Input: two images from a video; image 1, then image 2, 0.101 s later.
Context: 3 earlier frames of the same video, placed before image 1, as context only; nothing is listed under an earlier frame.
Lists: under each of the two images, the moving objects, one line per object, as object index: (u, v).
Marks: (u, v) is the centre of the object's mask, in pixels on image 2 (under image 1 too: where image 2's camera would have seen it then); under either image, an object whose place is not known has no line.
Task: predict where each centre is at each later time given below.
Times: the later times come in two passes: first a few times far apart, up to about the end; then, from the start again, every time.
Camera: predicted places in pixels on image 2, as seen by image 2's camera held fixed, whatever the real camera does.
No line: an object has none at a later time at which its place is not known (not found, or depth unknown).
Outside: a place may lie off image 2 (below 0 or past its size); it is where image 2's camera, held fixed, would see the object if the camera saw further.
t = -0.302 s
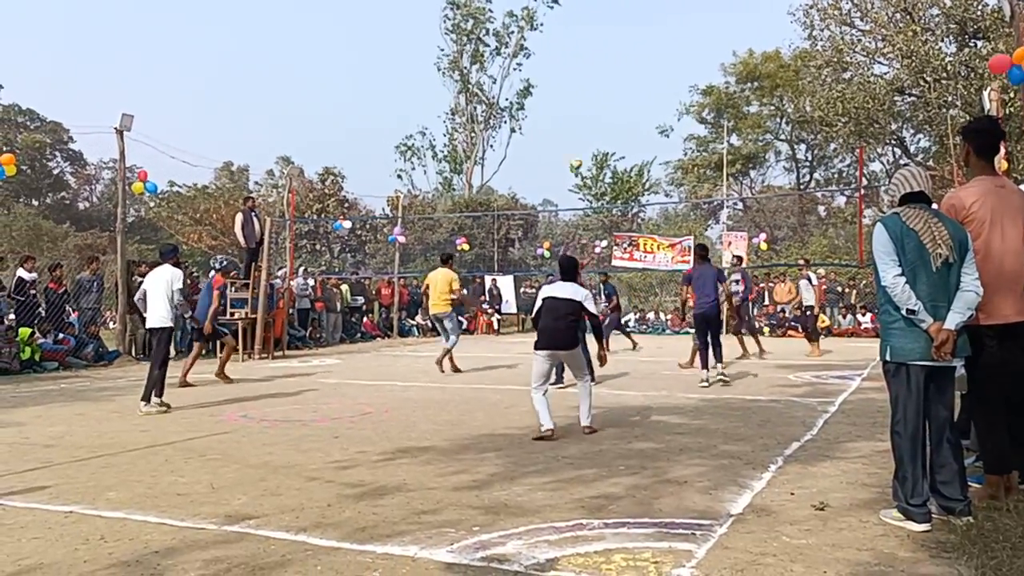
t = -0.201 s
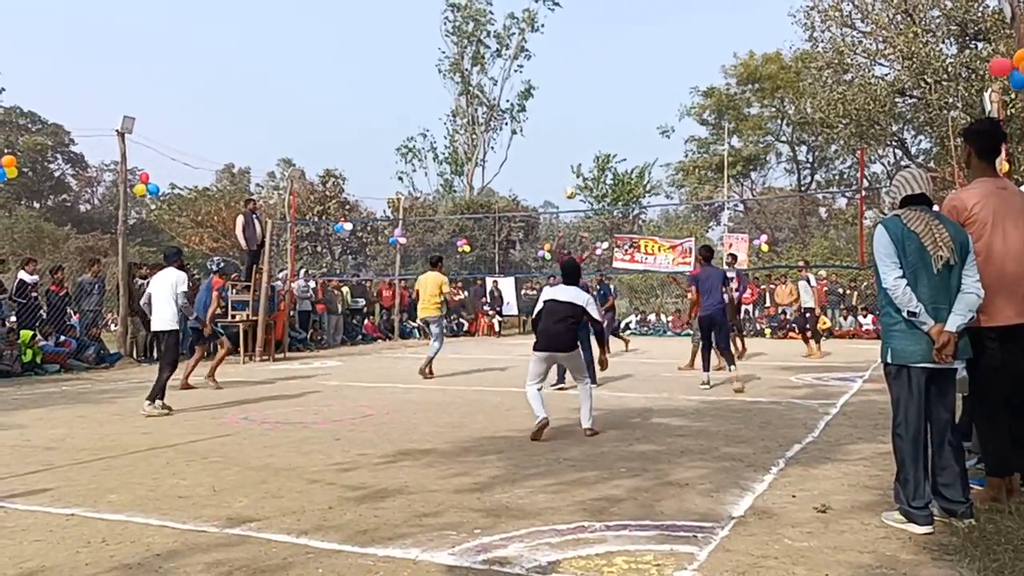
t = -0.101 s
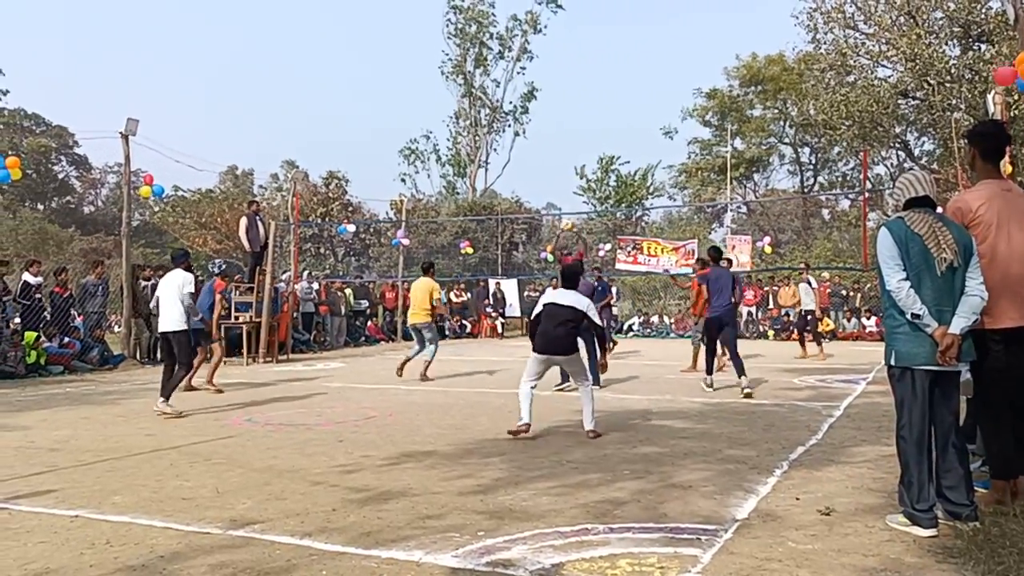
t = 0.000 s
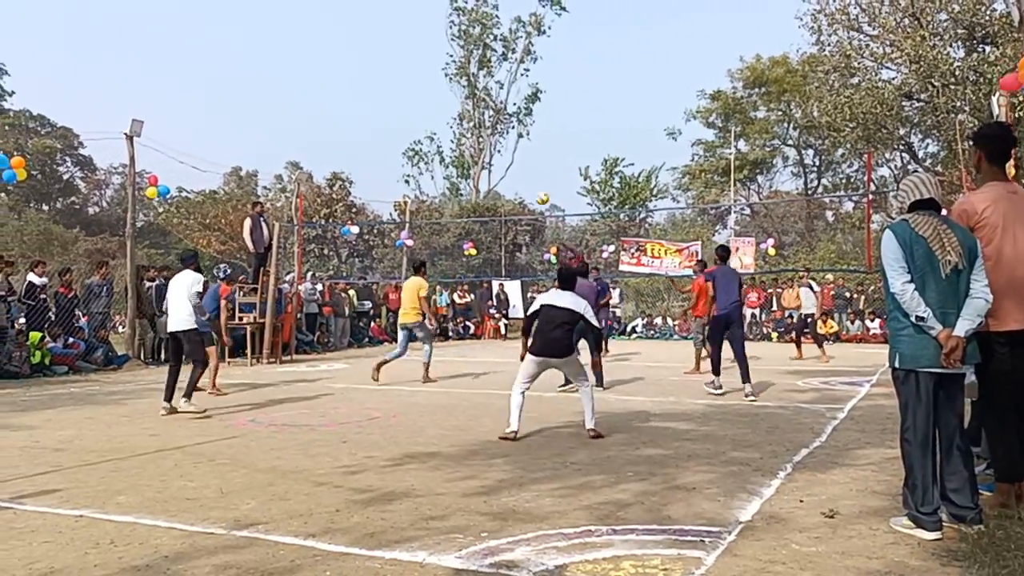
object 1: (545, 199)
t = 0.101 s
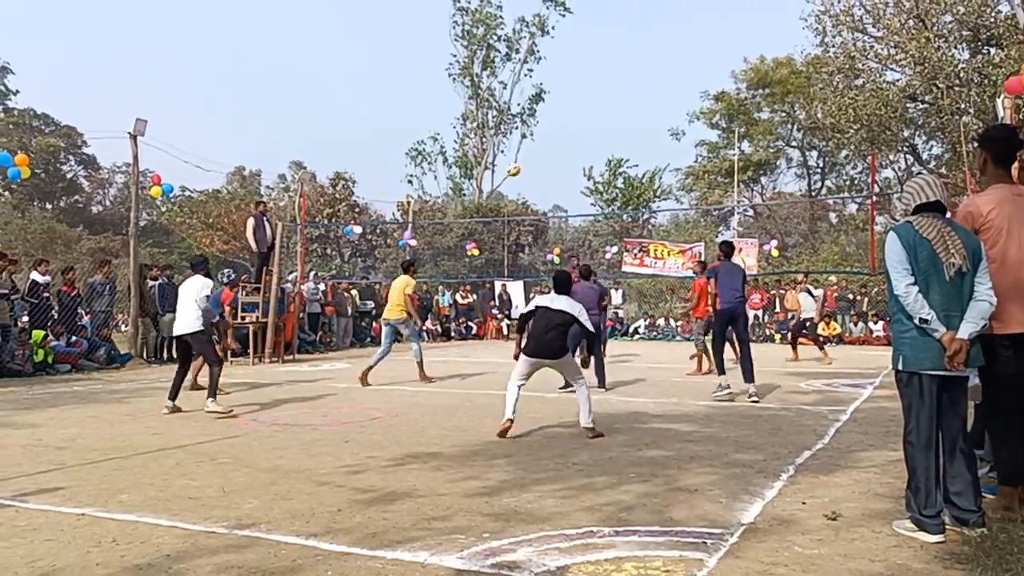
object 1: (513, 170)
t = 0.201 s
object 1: (476, 144)
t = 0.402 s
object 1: (391, 112)
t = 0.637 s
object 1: (257, 108)
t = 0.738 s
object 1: (189, 122)
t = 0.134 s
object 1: (501, 160)
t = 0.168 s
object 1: (489, 152)
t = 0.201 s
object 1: (476, 144)
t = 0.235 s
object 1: (463, 136)
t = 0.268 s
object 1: (450, 131)
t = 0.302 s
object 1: (437, 125)
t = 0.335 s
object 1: (422, 120)
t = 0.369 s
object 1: (406, 115)
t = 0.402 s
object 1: (391, 112)
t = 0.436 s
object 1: (374, 108)
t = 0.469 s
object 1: (356, 106)
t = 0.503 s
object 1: (338, 105)
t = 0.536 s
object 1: (319, 104)
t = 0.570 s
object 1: (299, 104)
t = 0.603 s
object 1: (278, 105)
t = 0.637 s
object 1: (257, 108)
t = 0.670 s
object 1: (235, 112)
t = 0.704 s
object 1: (213, 116)
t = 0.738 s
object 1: (189, 122)
